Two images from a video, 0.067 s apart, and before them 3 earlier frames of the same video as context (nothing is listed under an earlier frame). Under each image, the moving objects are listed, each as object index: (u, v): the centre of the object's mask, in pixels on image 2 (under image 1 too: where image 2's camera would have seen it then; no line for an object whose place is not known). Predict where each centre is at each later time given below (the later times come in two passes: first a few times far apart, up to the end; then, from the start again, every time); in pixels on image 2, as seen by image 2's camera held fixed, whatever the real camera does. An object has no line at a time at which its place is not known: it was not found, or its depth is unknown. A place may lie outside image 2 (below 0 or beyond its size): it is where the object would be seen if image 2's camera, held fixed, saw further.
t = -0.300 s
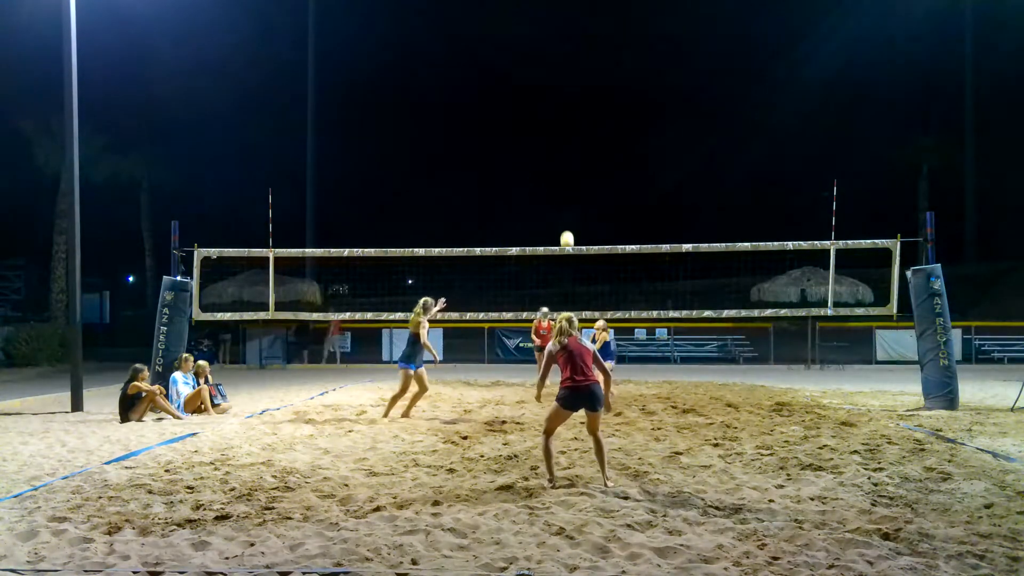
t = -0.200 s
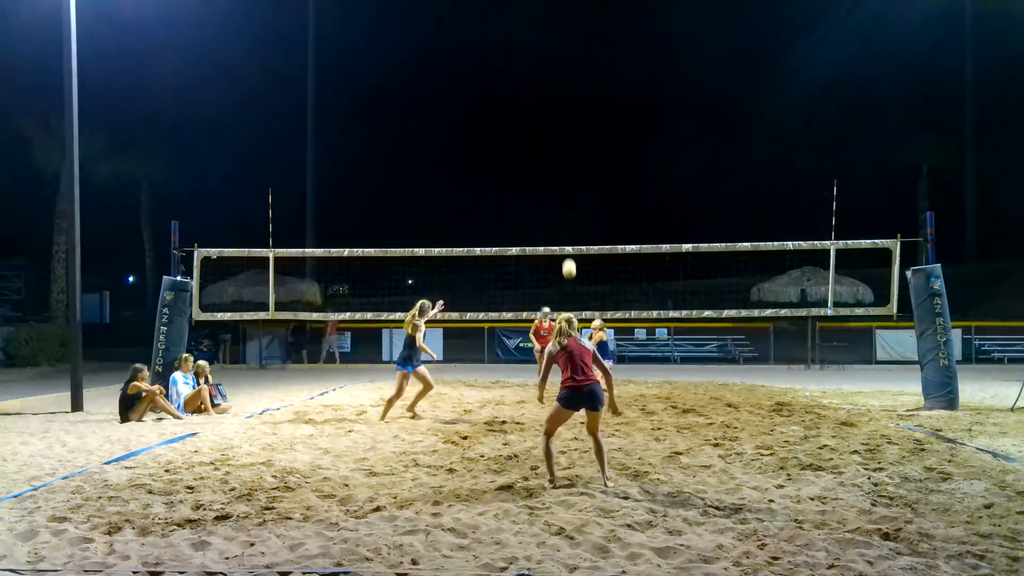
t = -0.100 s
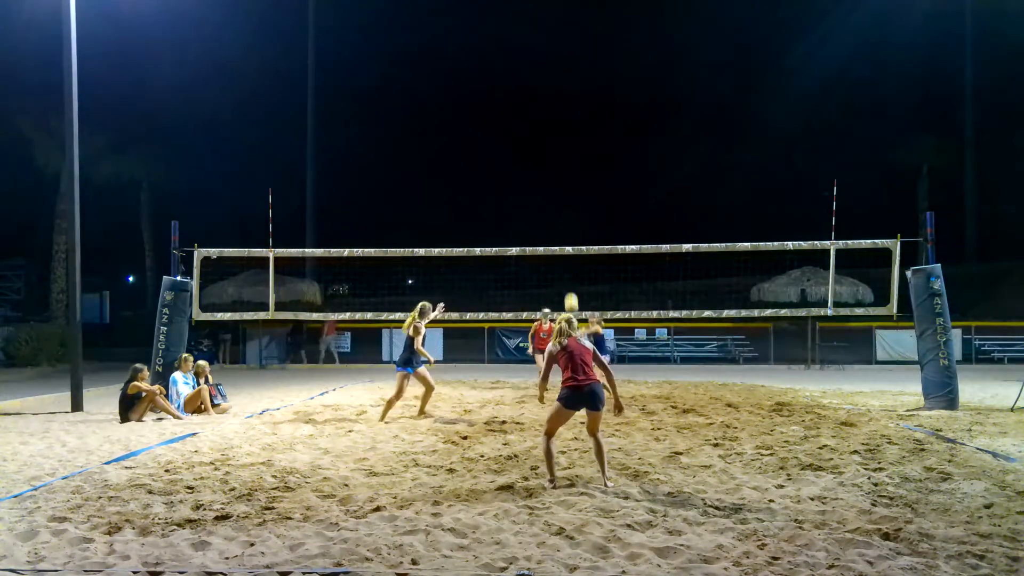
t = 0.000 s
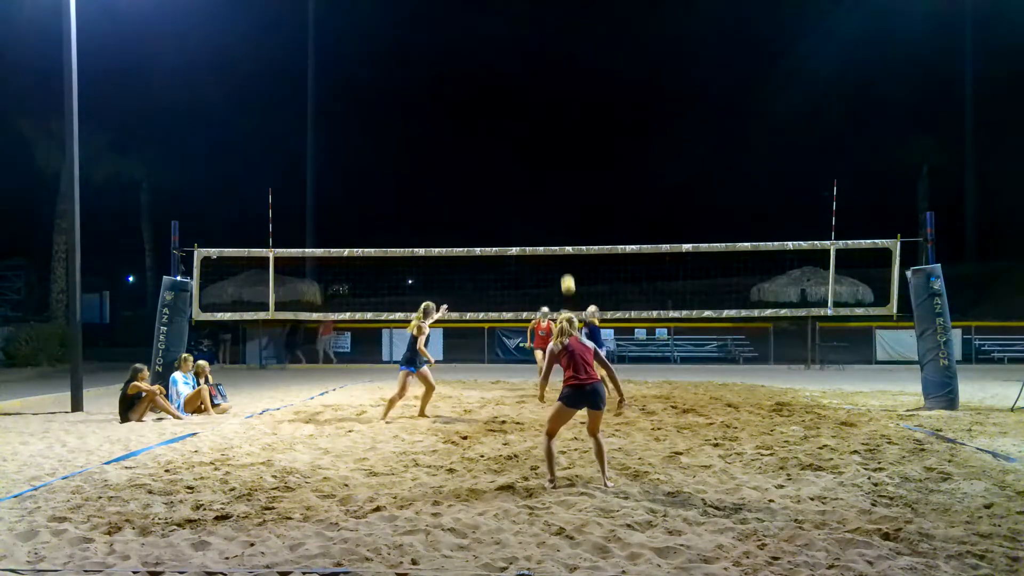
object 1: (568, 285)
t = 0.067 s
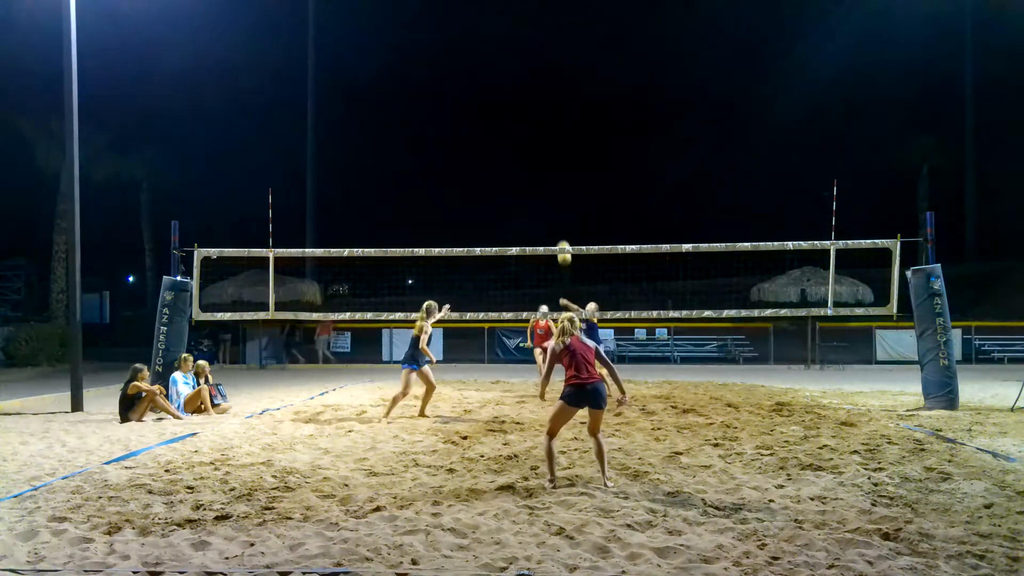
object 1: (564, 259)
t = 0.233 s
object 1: (552, 179)
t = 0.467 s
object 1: (537, 106)
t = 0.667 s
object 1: (524, 70)
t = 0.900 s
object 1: (510, 61)
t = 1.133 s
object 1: (495, 84)
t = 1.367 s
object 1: (481, 144)
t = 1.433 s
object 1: (477, 165)
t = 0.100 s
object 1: (561, 236)
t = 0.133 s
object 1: (559, 221)
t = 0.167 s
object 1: (557, 207)
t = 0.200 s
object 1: (555, 193)
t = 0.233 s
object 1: (552, 179)
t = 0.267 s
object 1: (550, 165)
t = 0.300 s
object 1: (548, 153)
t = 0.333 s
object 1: (545, 142)
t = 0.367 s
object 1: (543, 132)
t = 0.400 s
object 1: (541, 124)
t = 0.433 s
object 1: (539, 114)
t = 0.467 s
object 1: (537, 106)
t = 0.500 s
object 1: (535, 99)
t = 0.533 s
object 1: (533, 92)
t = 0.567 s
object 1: (531, 86)
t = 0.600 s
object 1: (528, 79)
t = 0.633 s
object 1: (526, 74)
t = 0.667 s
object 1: (524, 70)
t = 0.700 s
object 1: (522, 67)
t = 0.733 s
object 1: (520, 65)
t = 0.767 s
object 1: (518, 62)
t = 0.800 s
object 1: (516, 61)
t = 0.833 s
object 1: (514, 60)
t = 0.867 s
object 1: (512, 60)
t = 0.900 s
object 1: (510, 61)
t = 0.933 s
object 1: (507, 62)
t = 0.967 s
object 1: (505, 64)
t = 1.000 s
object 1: (503, 67)
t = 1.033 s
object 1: (501, 71)
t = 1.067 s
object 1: (500, 74)
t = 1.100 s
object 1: (497, 79)
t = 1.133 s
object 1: (495, 84)
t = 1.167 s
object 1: (493, 90)
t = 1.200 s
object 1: (491, 97)
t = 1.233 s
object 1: (489, 105)
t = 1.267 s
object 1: (487, 115)
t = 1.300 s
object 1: (485, 124)
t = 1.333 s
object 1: (483, 133)
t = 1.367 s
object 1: (481, 144)
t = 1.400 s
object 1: (479, 153)
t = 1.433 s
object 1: (477, 165)
